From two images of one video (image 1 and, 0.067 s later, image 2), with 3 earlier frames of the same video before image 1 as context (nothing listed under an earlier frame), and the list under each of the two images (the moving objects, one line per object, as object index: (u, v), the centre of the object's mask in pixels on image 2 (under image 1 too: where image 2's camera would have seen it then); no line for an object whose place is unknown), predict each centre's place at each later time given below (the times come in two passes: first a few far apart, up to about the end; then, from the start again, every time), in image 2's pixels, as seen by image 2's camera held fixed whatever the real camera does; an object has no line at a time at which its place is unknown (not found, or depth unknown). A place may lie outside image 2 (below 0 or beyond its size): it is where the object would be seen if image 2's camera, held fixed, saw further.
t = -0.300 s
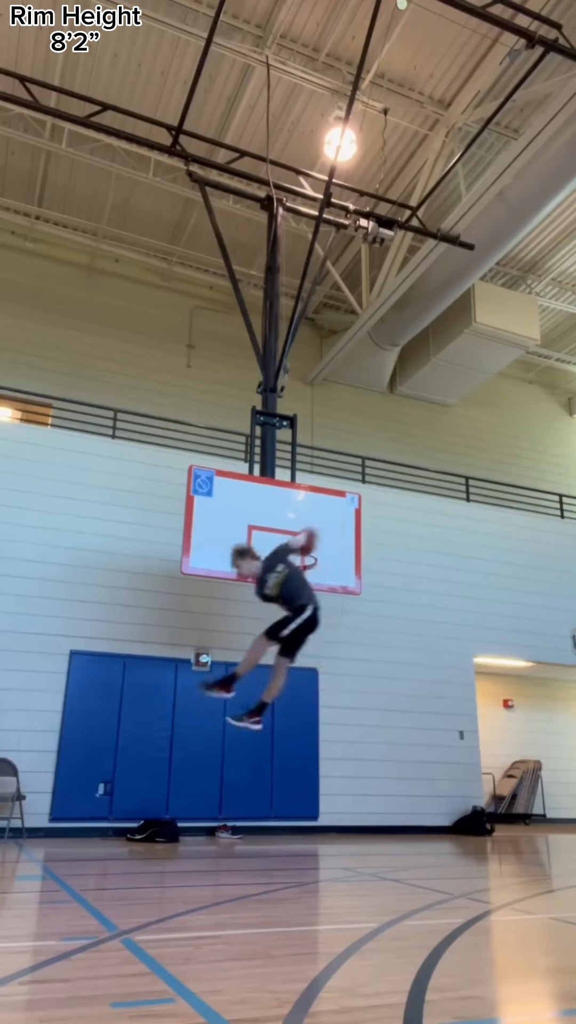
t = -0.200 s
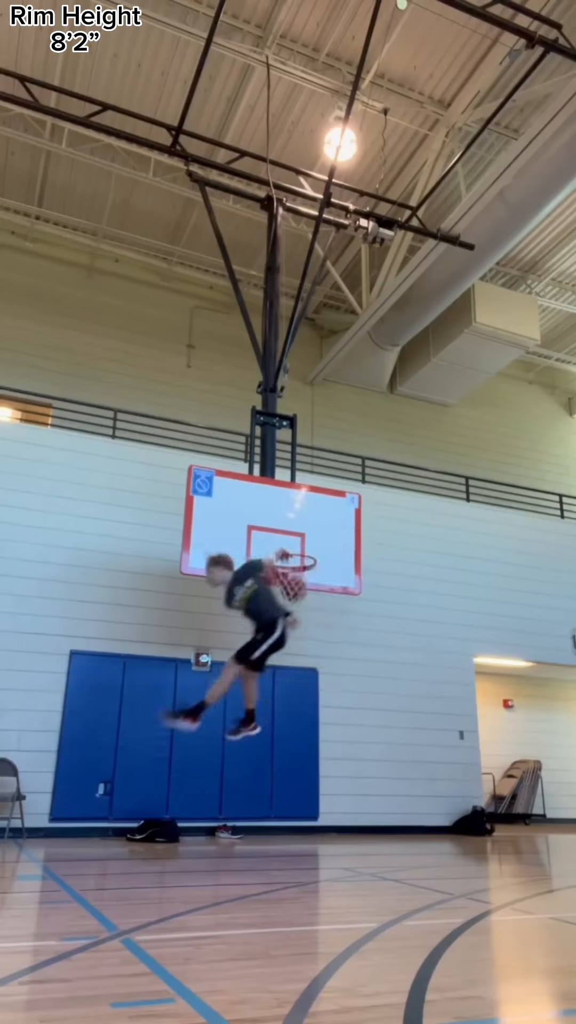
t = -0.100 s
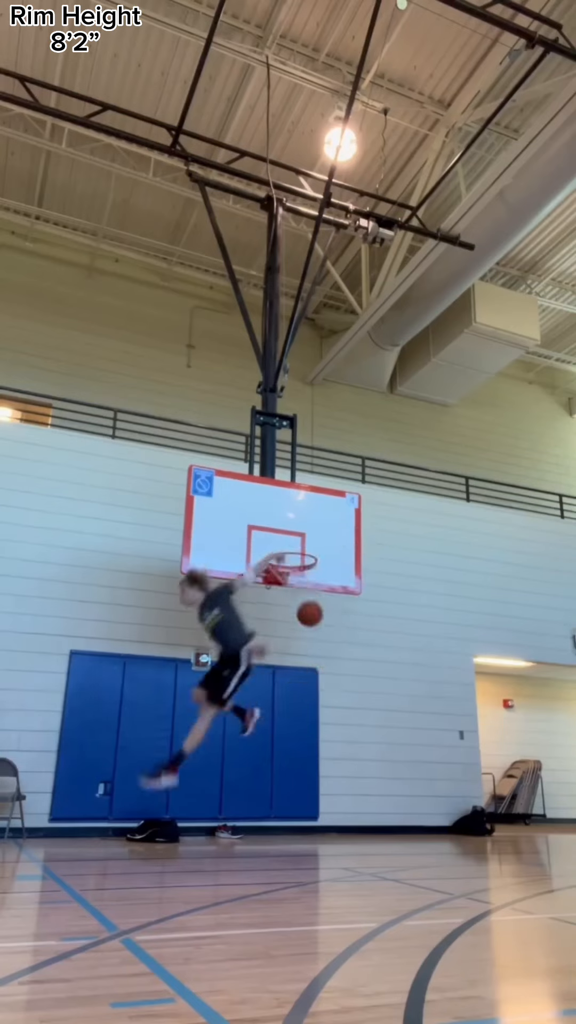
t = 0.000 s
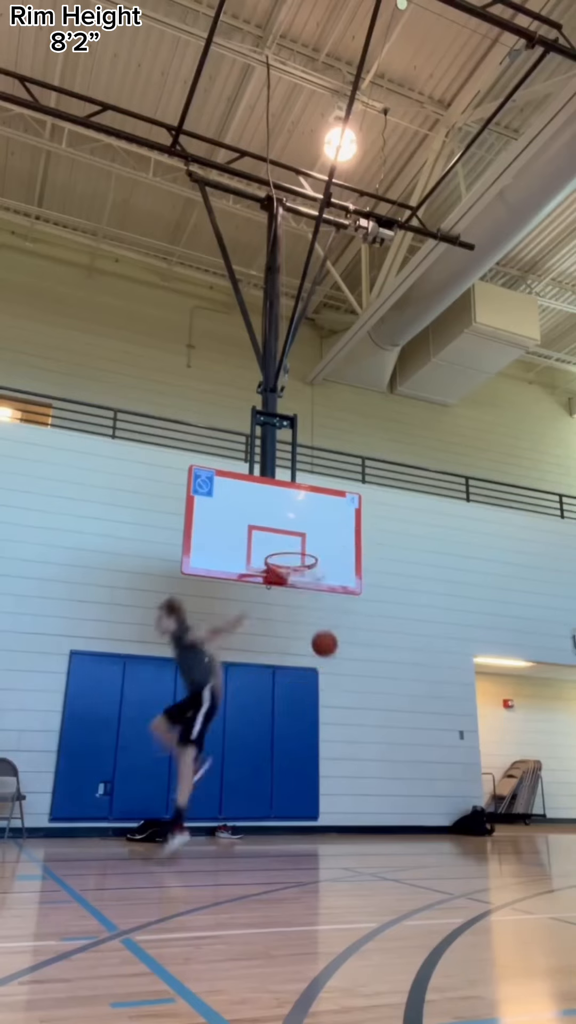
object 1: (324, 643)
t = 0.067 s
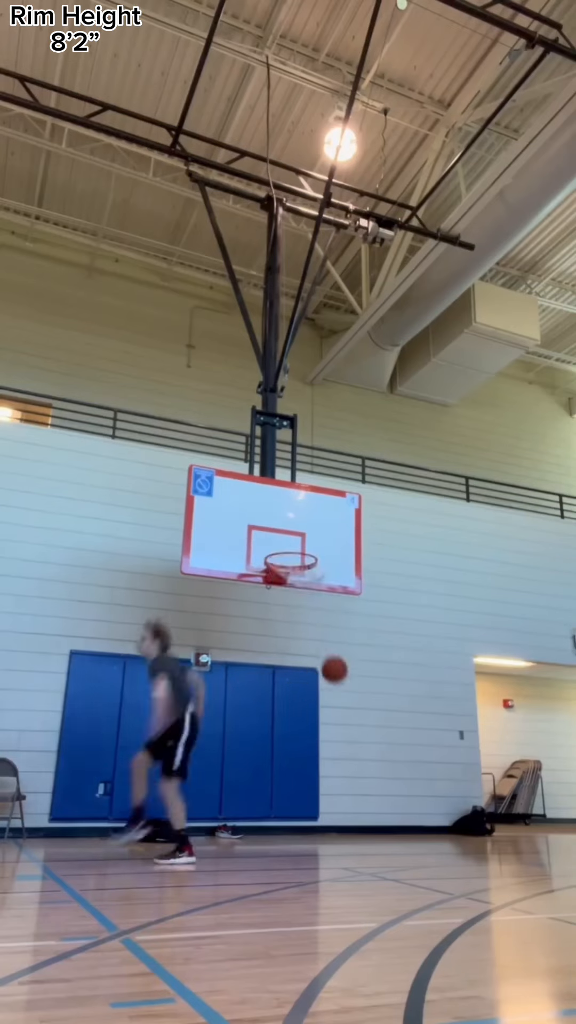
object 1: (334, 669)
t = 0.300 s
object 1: (371, 804)
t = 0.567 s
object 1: (384, 735)
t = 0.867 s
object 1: (392, 675)
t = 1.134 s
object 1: (402, 708)
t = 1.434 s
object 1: (419, 842)
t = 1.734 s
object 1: (430, 736)
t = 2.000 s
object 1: (444, 741)
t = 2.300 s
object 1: (466, 848)
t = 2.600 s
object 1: (474, 767)
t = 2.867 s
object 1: (487, 803)
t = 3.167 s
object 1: (500, 807)
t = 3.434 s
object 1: (512, 806)
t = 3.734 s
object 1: (526, 825)
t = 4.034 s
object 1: (540, 842)
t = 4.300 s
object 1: (549, 831)
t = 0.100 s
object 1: (340, 684)
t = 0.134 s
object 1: (345, 701)
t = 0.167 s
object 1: (350, 718)
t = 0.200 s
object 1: (355, 737)
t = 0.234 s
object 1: (360, 758)
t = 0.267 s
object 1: (365, 780)
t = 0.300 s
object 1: (371, 804)
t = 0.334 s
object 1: (377, 829)
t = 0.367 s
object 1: (380, 835)
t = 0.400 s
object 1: (381, 816)
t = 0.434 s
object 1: (381, 796)
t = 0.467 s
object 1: (382, 778)
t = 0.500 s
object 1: (382, 762)
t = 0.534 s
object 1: (383, 748)
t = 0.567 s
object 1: (384, 735)
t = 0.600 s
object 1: (384, 723)
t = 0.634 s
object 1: (385, 713)
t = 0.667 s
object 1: (386, 704)
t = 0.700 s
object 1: (387, 696)
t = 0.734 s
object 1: (388, 689)
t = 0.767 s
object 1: (389, 684)
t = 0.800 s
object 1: (390, 680)
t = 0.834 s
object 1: (391, 677)
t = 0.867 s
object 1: (392, 675)
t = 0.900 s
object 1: (393, 675)
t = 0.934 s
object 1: (394, 676)
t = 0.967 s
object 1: (395, 678)
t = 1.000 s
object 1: (397, 681)
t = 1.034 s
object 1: (398, 686)
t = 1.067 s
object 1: (399, 692)
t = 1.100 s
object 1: (401, 700)
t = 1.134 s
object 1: (402, 708)
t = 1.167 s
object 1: (404, 719)
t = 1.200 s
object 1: (405, 731)
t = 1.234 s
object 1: (407, 744)
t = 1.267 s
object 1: (409, 759)
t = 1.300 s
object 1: (411, 775)
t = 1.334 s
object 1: (413, 794)
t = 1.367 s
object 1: (415, 815)
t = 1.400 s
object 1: (417, 837)
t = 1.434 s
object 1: (419, 842)
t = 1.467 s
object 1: (420, 825)
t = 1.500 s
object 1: (421, 808)
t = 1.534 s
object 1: (422, 793)
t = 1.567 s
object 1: (423, 780)
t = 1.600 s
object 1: (424, 768)
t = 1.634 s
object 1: (425, 758)
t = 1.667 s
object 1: (427, 750)
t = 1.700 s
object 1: (428, 742)
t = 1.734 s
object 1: (430, 736)
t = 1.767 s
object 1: (431, 732)
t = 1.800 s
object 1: (433, 729)
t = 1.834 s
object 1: (434, 727)
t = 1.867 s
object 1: (436, 727)
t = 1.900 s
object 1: (438, 729)
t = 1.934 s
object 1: (440, 731)
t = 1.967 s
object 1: (442, 735)
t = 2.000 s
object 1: (444, 741)
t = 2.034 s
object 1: (446, 748)
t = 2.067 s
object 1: (448, 756)
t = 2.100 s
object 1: (450, 767)
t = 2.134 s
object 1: (453, 778)
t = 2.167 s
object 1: (455, 792)
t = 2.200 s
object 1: (459, 808)
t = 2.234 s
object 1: (462, 825)
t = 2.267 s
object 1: (464, 842)
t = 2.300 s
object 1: (466, 848)
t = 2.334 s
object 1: (467, 833)
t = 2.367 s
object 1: (468, 820)
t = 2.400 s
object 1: (468, 808)
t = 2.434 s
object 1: (468, 797)
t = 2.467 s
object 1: (469, 788)
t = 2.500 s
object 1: (470, 780)
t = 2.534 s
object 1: (471, 774)
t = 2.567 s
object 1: (472, 770)
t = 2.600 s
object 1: (474, 767)
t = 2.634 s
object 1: (475, 766)
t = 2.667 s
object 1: (476, 766)
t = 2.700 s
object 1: (478, 768)
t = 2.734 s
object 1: (479, 771)
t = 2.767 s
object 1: (481, 776)
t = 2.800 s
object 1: (483, 783)
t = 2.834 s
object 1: (485, 792)
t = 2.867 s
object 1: (487, 803)
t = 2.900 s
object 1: (489, 814)
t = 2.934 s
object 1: (492, 827)
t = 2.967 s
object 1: (495, 842)
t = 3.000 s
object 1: (497, 858)
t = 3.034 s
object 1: (498, 845)
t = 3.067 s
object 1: (498, 832)
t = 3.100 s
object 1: (499, 822)
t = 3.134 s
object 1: (499, 813)
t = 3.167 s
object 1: (500, 807)
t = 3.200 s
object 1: (501, 801)
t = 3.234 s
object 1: (502, 797)
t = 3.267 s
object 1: (504, 794)
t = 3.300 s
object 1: (505, 794)
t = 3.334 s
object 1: (506, 795)
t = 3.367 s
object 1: (508, 797)
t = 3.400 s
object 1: (510, 802)
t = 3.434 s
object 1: (512, 806)
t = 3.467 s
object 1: (514, 814)
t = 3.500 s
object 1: (517, 824)
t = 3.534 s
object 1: (519, 835)
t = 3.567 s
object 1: (522, 849)
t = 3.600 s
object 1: (524, 862)
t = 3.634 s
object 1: (524, 851)
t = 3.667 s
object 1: (525, 840)
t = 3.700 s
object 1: (526, 832)
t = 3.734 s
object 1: (526, 825)
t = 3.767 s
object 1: (528, 820)
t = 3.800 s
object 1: (528, 817)
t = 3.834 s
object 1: (529, 815)
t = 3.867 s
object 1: (530, 815)
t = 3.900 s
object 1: (532, 817)
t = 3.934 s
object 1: (534, 820)
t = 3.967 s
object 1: (535, 826)
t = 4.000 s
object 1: (537, 833)
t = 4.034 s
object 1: (540, 842)
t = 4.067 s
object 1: (542, 853)
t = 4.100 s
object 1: (544, 865)
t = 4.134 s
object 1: (545, 856)
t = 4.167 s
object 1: (545, 848)
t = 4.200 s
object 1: (546, 840)
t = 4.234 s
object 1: (547, 835)
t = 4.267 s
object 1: (548, 832)
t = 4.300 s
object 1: (549, 831)
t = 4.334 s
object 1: (550, 831)
